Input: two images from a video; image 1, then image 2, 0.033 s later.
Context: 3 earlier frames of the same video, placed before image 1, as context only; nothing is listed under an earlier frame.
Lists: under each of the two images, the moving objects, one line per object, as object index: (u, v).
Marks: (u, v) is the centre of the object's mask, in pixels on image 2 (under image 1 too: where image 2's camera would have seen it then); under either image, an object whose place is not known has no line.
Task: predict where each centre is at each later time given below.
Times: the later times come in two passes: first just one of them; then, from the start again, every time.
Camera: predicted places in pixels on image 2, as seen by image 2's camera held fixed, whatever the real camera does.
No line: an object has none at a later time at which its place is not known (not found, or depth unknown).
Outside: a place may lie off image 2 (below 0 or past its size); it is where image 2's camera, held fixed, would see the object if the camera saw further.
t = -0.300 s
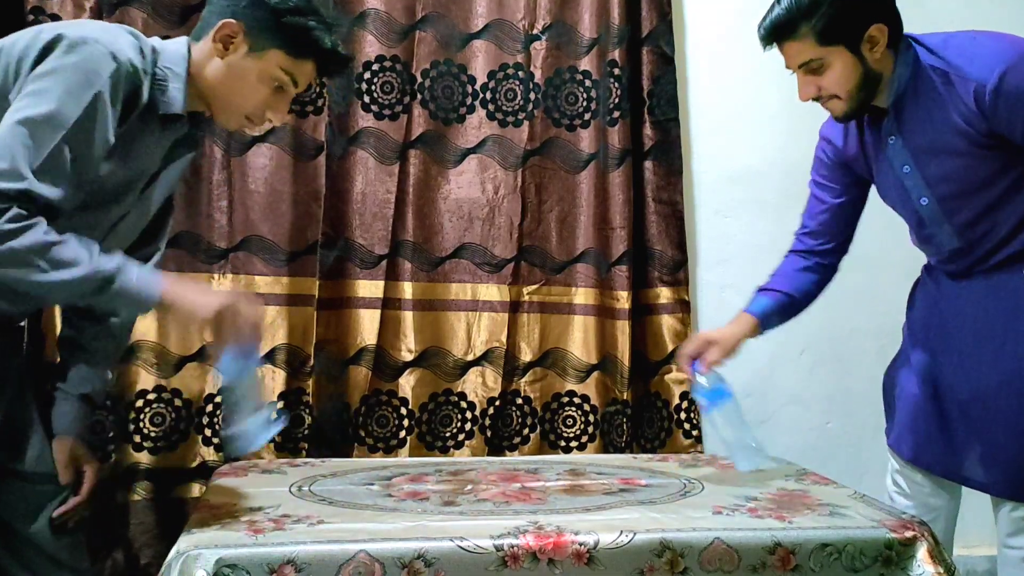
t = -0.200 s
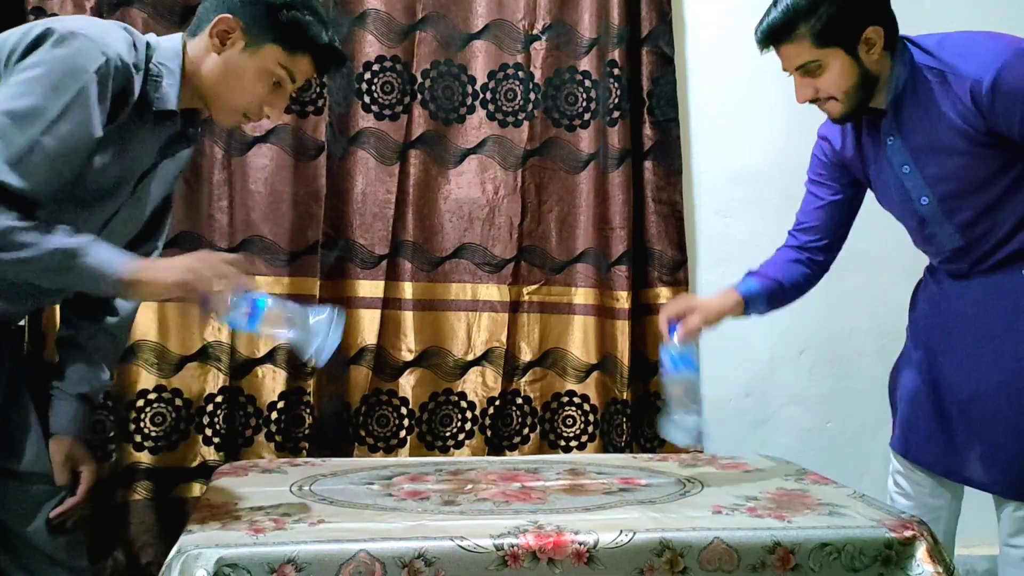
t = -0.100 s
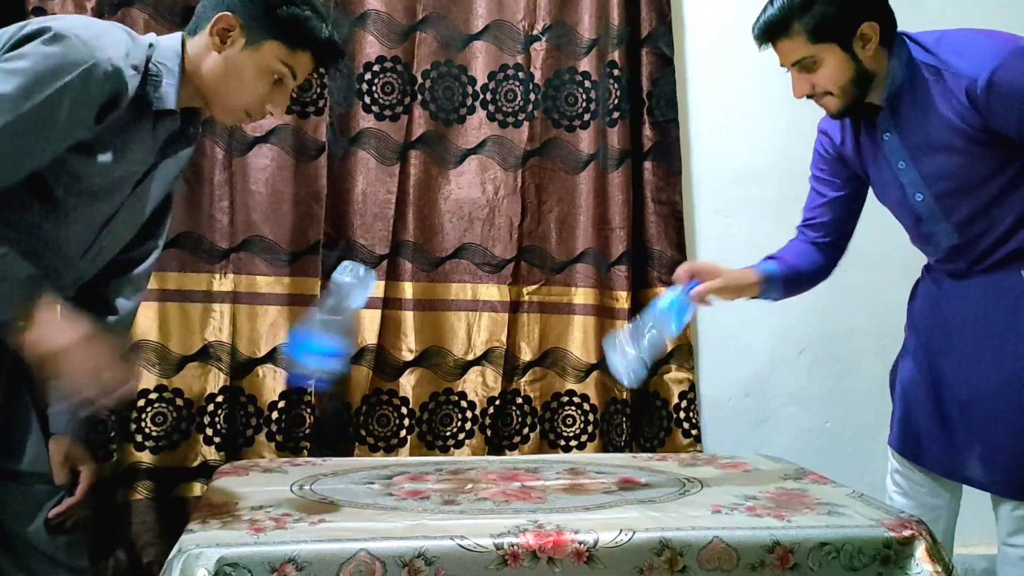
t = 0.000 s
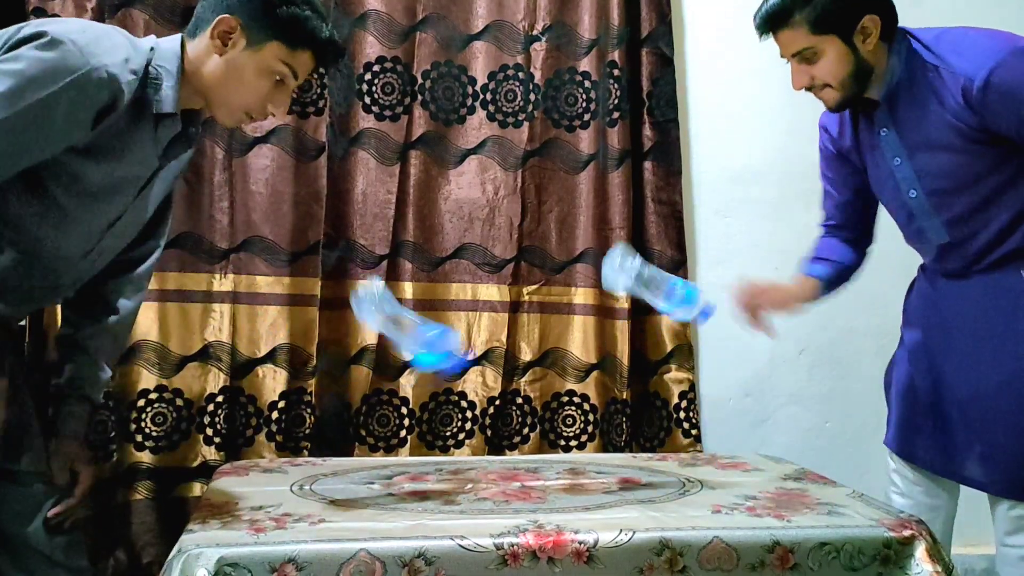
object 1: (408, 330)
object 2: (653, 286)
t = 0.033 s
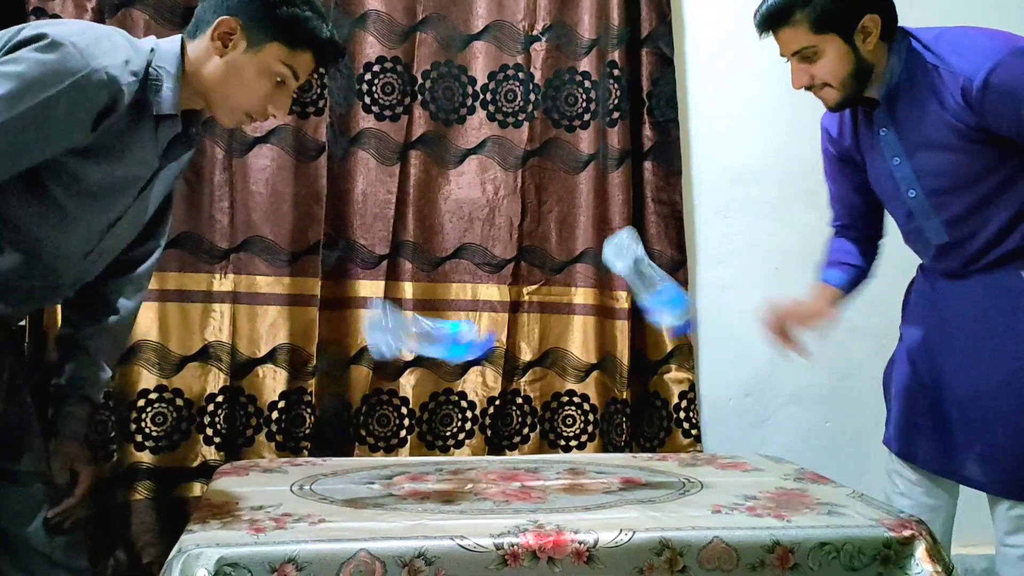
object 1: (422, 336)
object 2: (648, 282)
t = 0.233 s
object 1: (422, 431)
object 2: (598, 276)
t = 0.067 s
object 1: (431, 351)
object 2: (637, 280)
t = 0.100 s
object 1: (437, 374)
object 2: (623, 279)
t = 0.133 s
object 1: (441, 403)
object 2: (609, 274)
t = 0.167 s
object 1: (439, 431)
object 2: (599, 270)
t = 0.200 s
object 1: (427, 433)
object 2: (597, 269)
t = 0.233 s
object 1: (422, 431)
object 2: (598, 276)
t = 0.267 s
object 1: (418, 427)
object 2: (603, 291)
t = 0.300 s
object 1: (414, 429)
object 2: (609, 315)
